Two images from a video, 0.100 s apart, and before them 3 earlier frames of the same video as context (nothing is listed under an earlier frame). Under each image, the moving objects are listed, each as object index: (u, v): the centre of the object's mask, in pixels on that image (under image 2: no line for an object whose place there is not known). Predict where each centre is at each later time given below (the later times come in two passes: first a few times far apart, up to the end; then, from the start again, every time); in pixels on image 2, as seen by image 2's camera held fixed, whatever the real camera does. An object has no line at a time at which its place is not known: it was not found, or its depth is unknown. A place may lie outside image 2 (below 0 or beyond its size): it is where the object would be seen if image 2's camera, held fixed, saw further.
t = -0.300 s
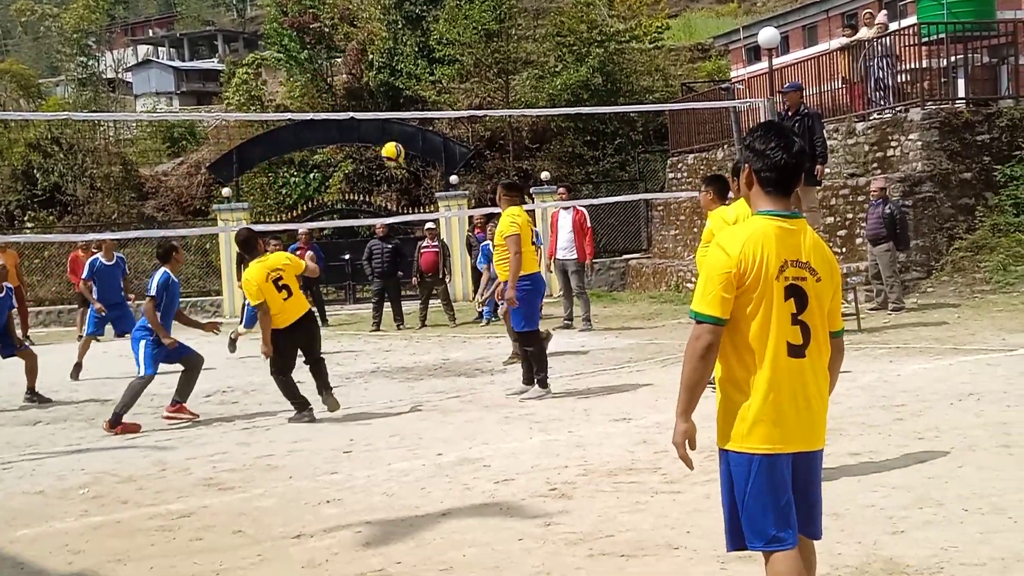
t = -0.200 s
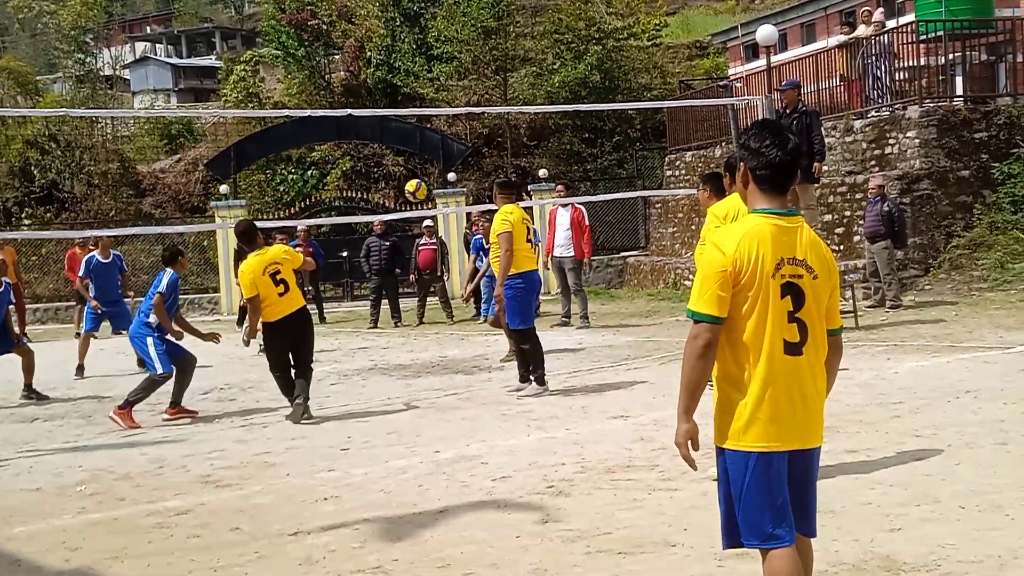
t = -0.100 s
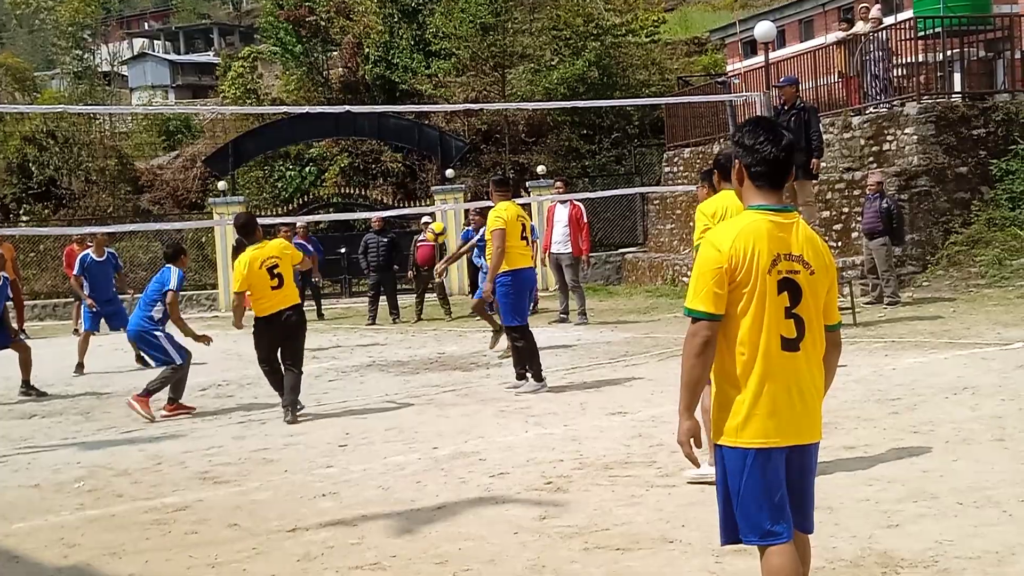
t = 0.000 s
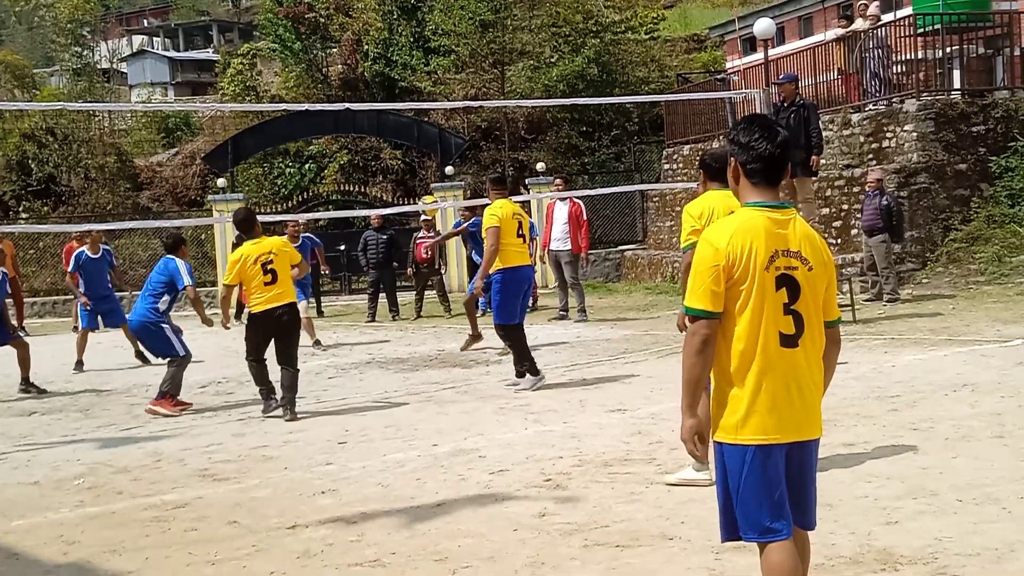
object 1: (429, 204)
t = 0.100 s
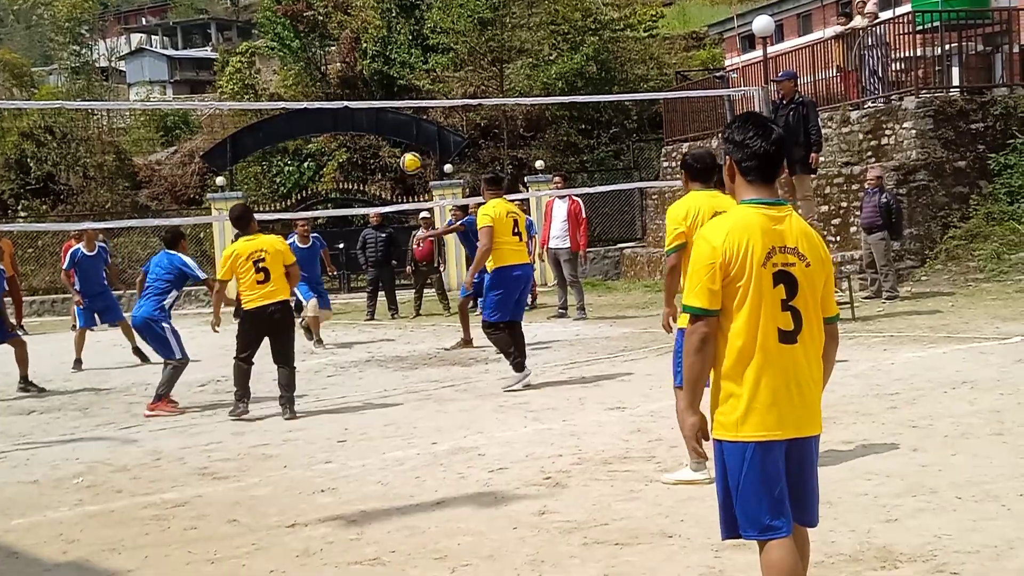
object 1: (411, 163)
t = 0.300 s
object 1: (379, 109)
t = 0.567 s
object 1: (341, 92)
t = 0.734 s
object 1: (320, 125)
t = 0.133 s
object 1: (406, 151)
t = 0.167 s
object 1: (400, 140)
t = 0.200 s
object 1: (395, 131)
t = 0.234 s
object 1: (389, 122)
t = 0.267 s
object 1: (384, 115)
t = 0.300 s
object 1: (379, 109)
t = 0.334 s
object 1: (374, 100)
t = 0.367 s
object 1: (369, 94)
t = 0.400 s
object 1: (365, 92)
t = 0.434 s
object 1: (360, 90)
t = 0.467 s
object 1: (355, 90)
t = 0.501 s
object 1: (350, 90)
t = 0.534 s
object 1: (346, 91)
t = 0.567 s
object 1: (341, 92)
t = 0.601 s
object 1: (337, 94)
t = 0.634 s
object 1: (332, 101)
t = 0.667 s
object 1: (327, 110)
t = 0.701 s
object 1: (324, 117)
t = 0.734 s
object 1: (320, 125)
